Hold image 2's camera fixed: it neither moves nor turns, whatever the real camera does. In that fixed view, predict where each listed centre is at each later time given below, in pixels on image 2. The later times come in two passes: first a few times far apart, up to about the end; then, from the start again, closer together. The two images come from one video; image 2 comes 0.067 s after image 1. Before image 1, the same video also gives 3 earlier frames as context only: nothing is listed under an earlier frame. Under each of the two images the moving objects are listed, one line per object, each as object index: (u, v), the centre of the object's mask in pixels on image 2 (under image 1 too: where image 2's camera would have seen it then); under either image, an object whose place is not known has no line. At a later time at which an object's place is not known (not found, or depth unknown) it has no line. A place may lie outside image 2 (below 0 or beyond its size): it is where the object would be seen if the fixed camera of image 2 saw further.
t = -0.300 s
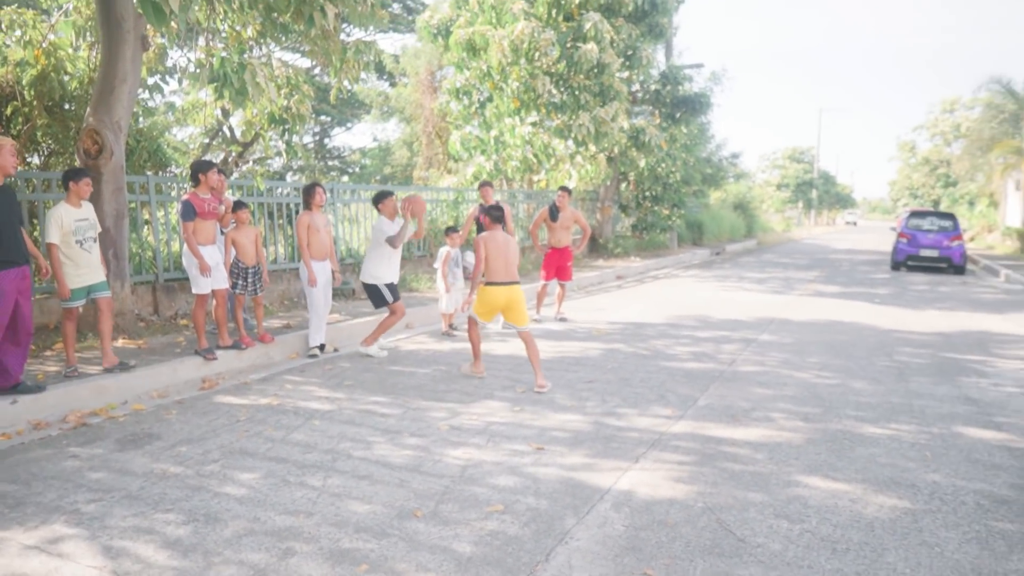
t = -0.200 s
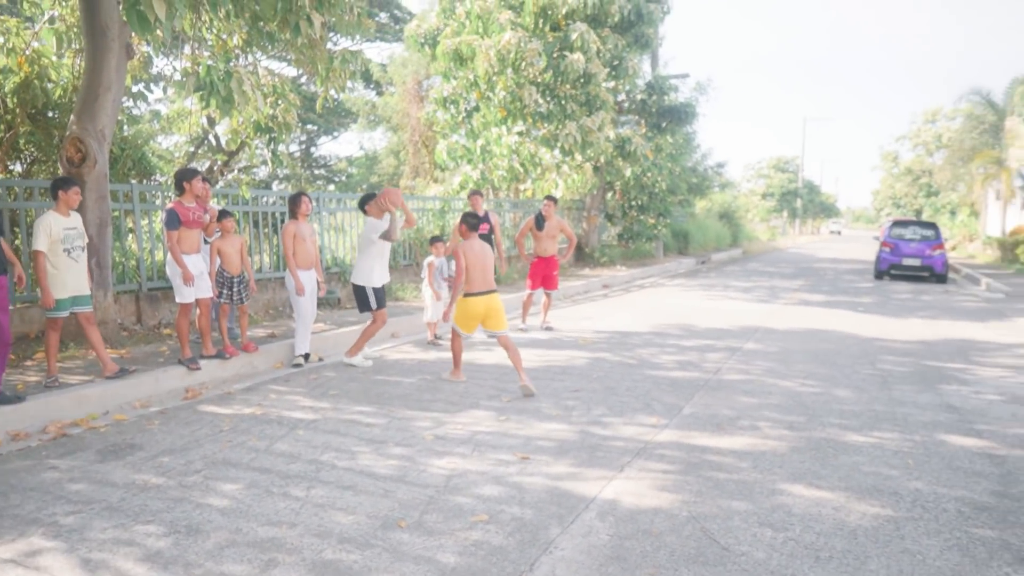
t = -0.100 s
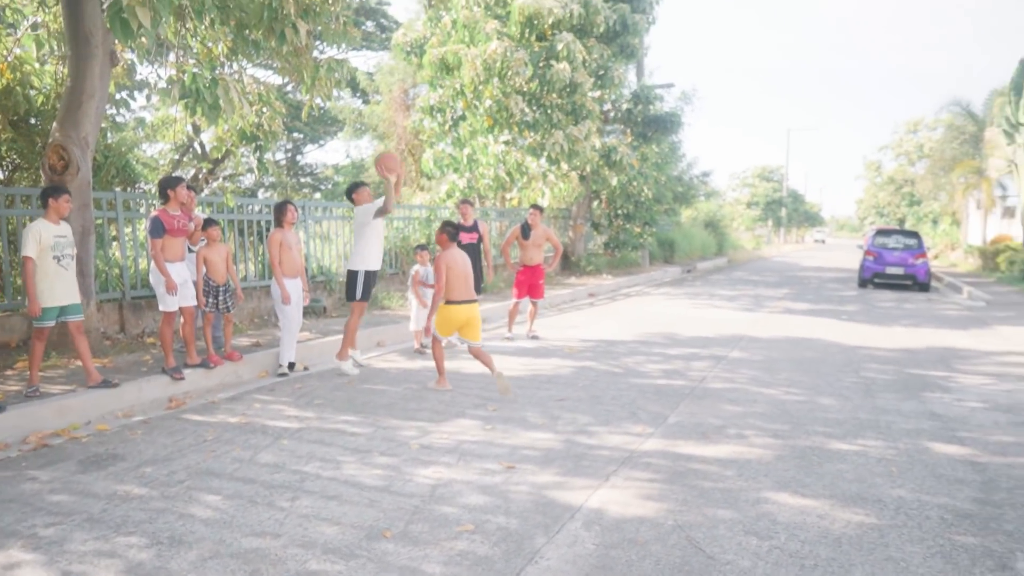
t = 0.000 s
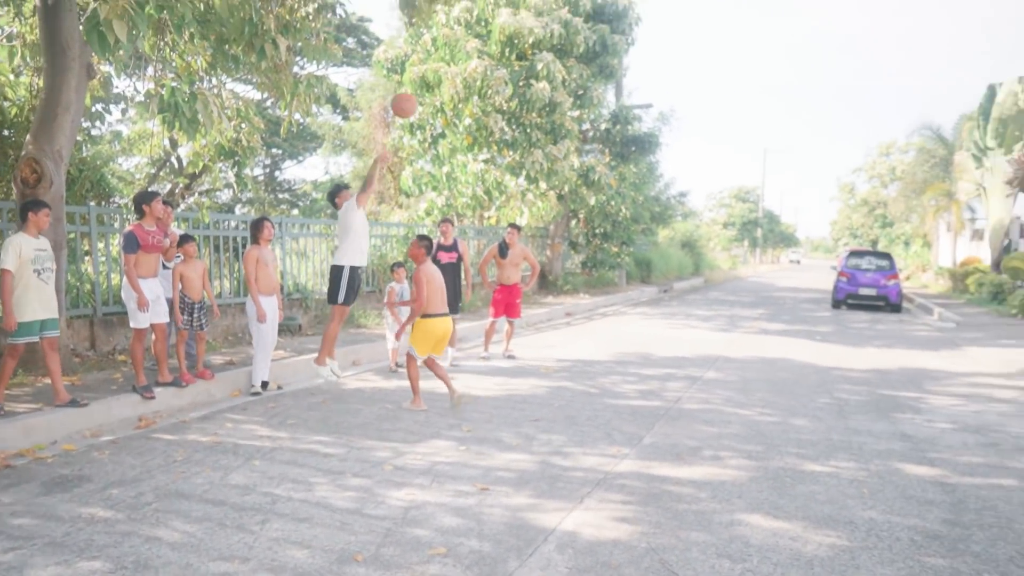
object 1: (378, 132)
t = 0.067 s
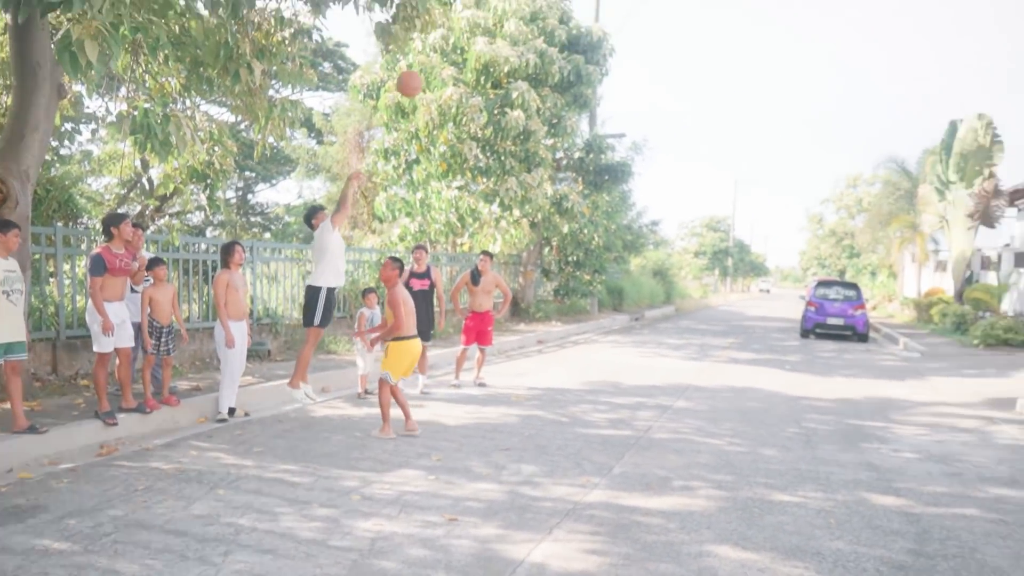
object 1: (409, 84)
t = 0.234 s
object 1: (494, -22)
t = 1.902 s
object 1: (738, 254)
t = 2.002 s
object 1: (701, 334)
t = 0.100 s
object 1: (425, 61)
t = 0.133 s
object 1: (441, 38)
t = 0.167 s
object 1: (458, 18)
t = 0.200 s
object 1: (476, -3)
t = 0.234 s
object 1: (494, -22)
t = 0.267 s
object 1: (512, -41)
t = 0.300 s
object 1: (530, -56)
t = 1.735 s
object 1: (813, 139)
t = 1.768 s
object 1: (797, 160)
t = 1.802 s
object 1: (781, 182)
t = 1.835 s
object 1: (766, 205)
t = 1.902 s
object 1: (738, 254)
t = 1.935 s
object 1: (726, 278)
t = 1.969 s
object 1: (714, 305)
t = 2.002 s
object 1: (701, 334)
